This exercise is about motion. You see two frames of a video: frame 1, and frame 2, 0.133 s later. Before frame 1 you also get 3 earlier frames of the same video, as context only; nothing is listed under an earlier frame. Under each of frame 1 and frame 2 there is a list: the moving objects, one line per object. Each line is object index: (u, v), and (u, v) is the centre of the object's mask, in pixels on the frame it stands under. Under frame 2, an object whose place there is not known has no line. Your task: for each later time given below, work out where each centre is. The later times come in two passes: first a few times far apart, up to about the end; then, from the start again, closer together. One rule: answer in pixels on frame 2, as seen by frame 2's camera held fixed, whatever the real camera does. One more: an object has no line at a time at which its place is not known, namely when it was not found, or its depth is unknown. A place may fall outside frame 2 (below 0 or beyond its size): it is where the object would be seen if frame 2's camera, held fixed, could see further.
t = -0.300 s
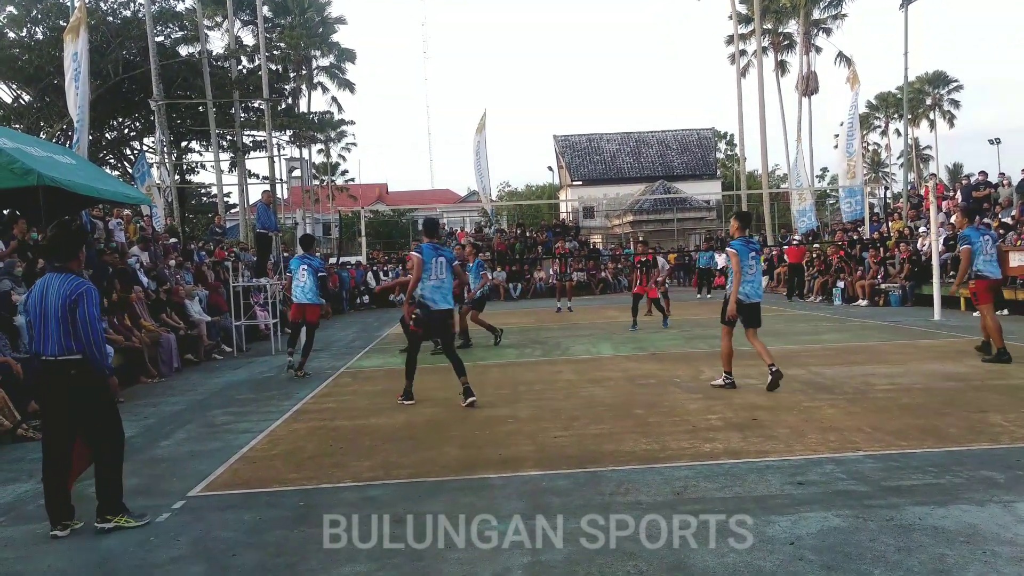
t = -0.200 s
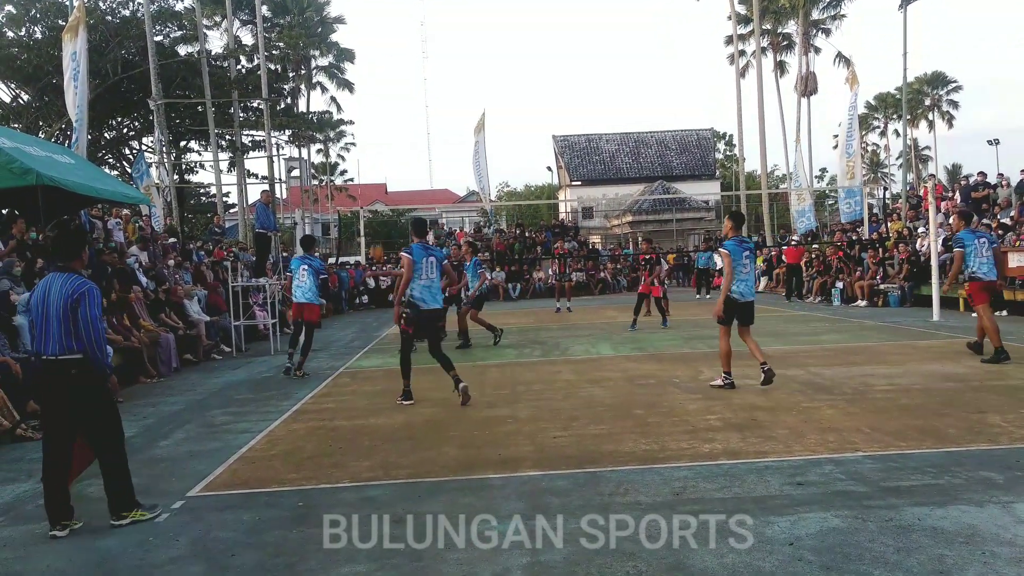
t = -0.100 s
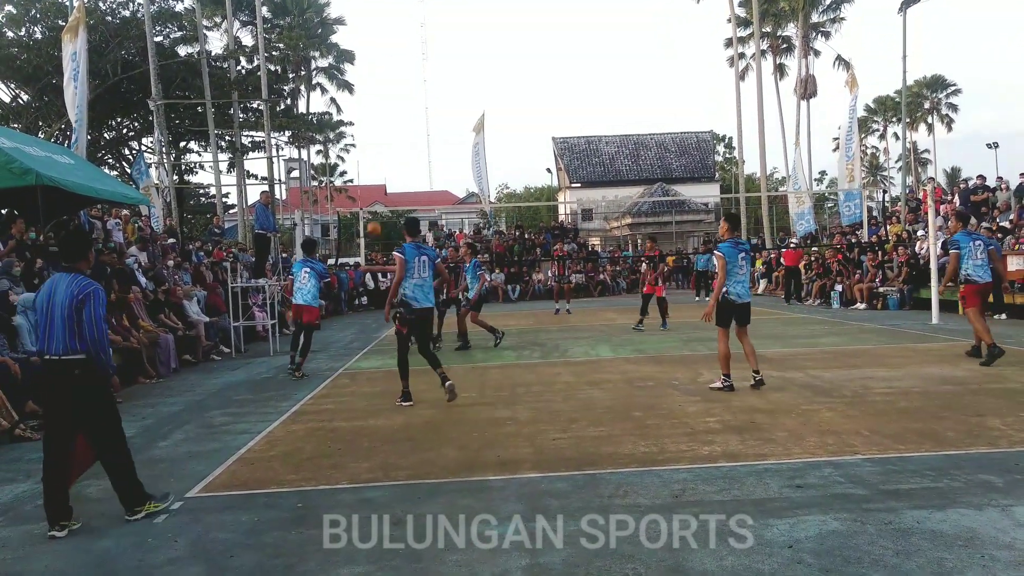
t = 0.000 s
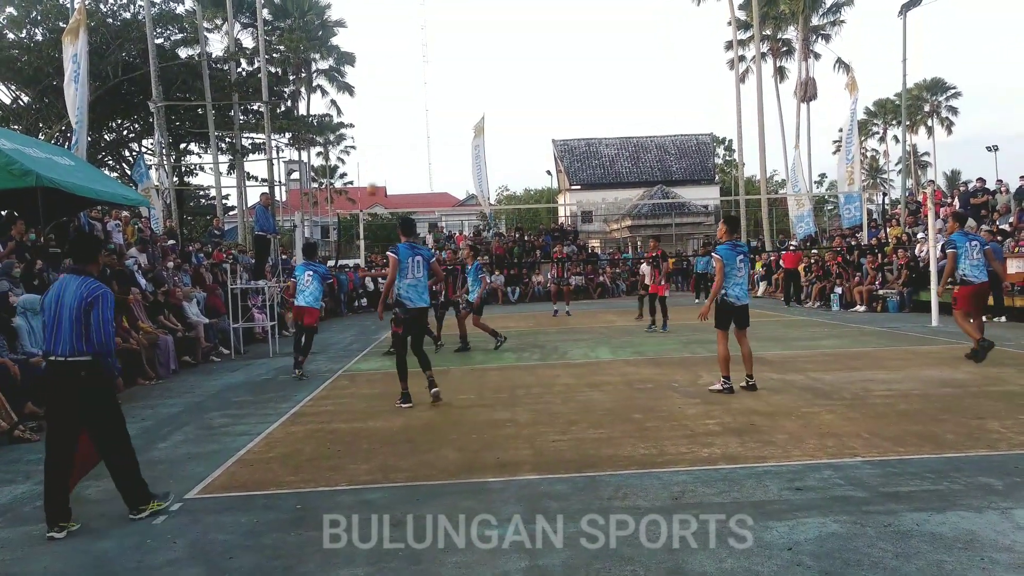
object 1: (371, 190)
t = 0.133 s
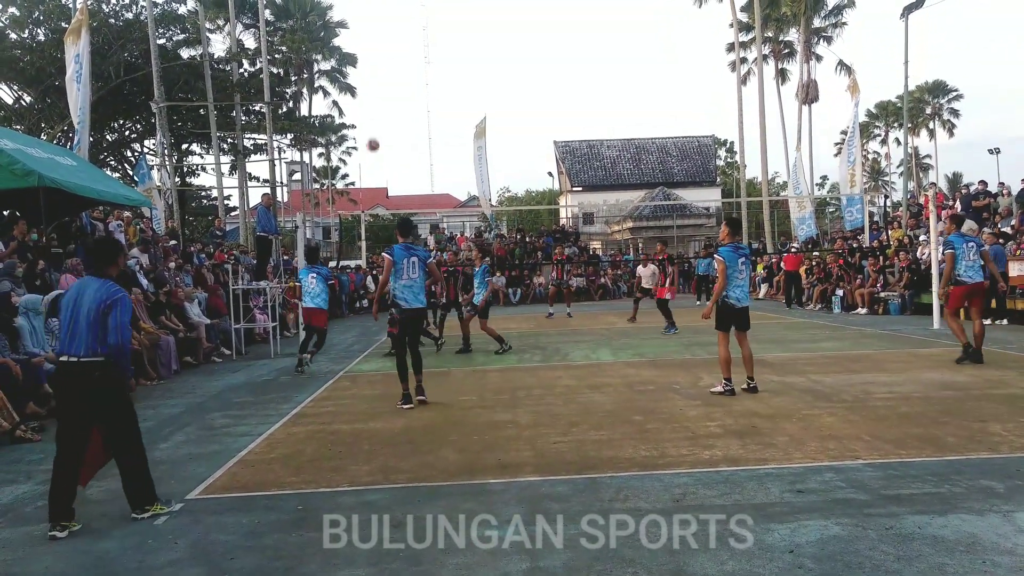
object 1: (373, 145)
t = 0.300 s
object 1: (371, 104)
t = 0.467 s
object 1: (370, 81)
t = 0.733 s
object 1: (369, 80)
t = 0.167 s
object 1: (373, 135)
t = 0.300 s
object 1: (371, 104)
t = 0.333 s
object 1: (371, 98)
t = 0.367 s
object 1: (370, 93)
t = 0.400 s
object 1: (370, 88)
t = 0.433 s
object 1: (370, 84)
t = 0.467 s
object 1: (370, 81)
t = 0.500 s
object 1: (370, 79)
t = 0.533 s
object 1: (370, 77)
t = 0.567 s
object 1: (370, 76)
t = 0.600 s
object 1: (370, 75)
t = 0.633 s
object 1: (369, 75)
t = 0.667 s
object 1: (369, 76)
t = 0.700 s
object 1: (369, 78)
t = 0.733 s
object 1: (369, 80)
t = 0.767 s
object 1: (369, 83)
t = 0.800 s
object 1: (369, 87)
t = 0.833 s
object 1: (369, 91)
